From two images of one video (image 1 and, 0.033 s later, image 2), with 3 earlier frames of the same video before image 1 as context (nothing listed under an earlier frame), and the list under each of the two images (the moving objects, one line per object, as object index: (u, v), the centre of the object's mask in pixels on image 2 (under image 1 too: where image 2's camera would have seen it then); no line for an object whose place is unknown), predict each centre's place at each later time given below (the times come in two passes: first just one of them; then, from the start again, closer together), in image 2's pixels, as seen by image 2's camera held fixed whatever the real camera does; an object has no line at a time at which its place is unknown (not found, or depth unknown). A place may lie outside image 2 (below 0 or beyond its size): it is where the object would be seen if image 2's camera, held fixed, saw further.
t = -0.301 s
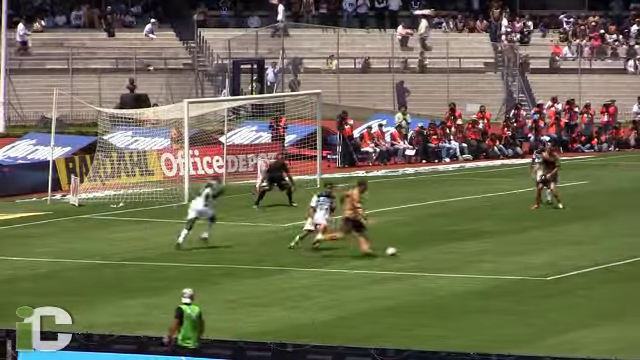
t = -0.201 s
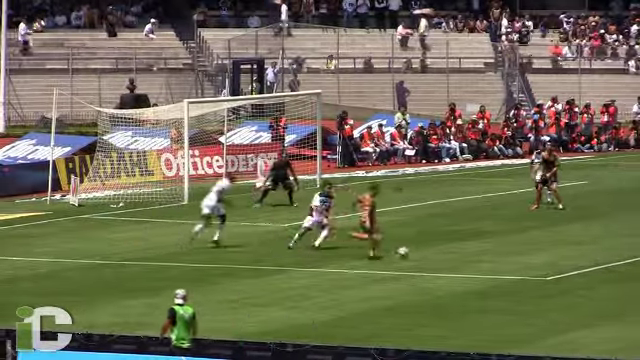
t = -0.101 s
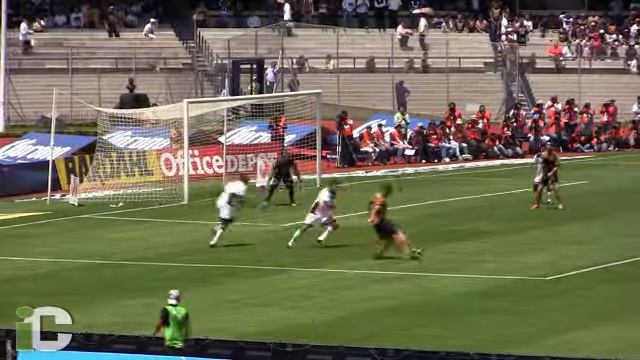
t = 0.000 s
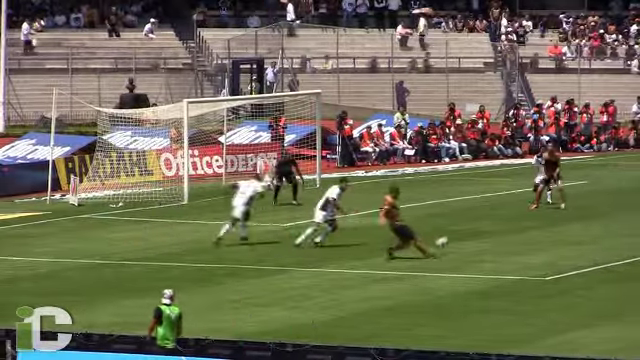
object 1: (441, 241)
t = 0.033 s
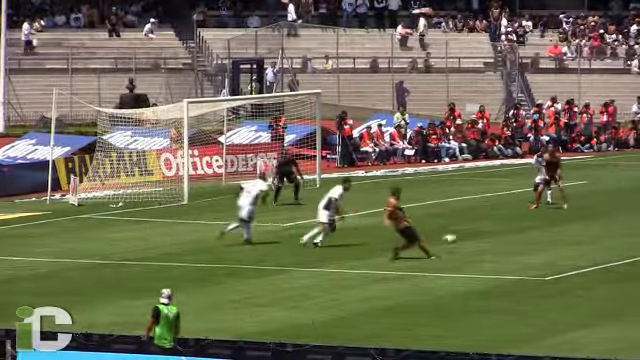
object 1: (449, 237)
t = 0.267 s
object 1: (504, 228)
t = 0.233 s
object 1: (495, 228)
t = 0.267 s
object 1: (504, 228)
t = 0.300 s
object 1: (512, 229)
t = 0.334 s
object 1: (518, 231)
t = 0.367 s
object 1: (526, 234)
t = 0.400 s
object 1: (532, 236)
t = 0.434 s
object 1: (540, 238)
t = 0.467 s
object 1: (548, 236)
